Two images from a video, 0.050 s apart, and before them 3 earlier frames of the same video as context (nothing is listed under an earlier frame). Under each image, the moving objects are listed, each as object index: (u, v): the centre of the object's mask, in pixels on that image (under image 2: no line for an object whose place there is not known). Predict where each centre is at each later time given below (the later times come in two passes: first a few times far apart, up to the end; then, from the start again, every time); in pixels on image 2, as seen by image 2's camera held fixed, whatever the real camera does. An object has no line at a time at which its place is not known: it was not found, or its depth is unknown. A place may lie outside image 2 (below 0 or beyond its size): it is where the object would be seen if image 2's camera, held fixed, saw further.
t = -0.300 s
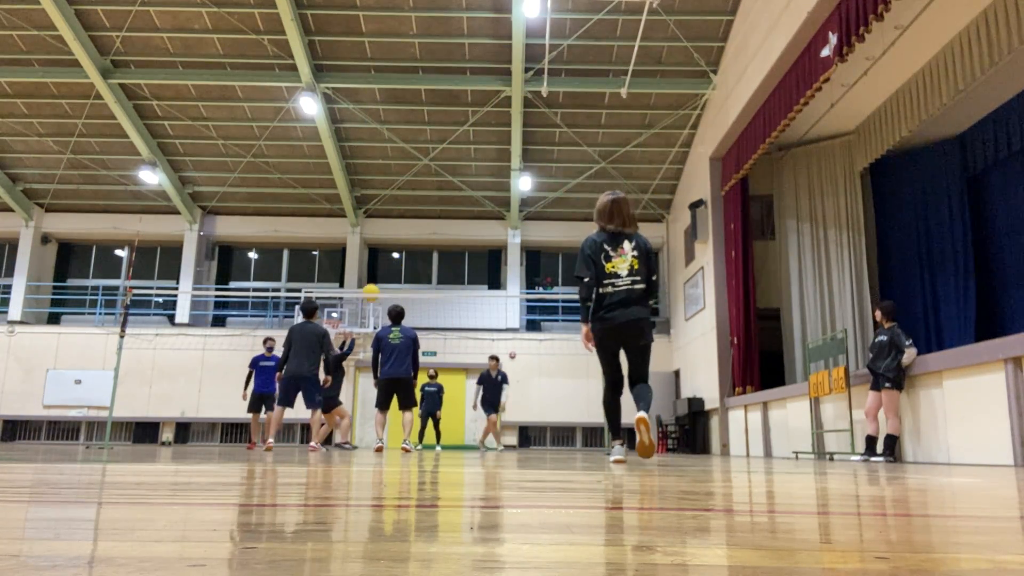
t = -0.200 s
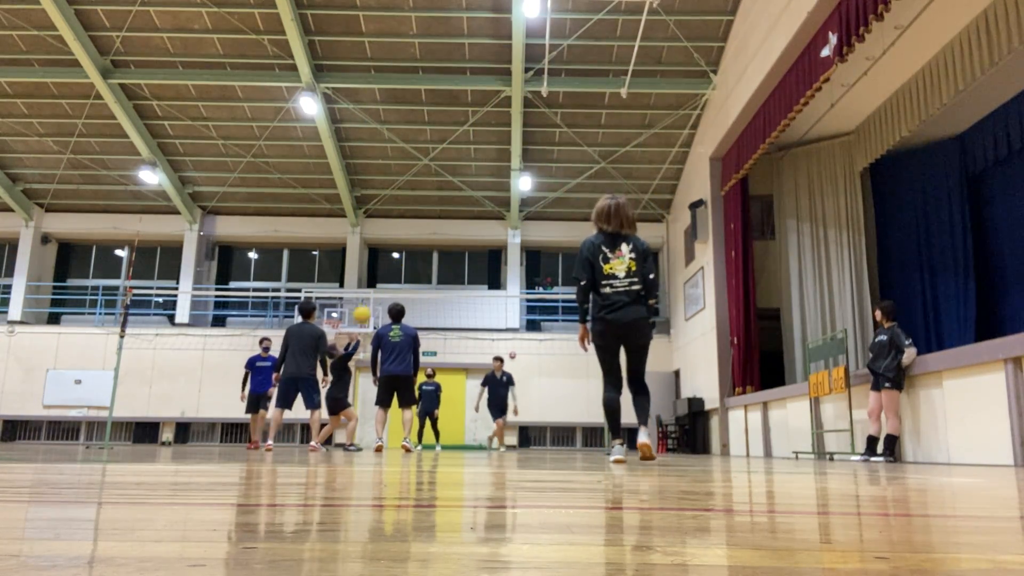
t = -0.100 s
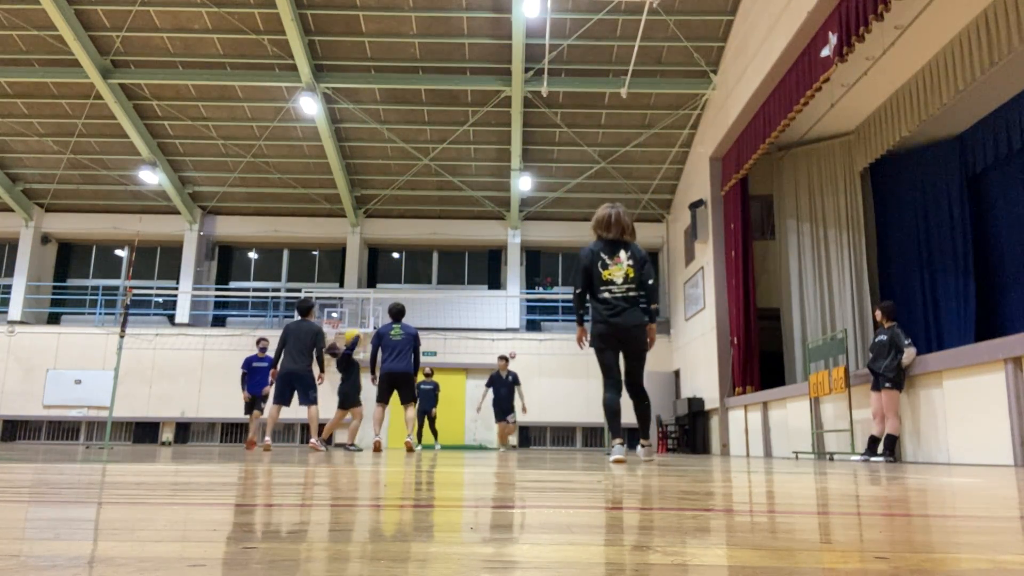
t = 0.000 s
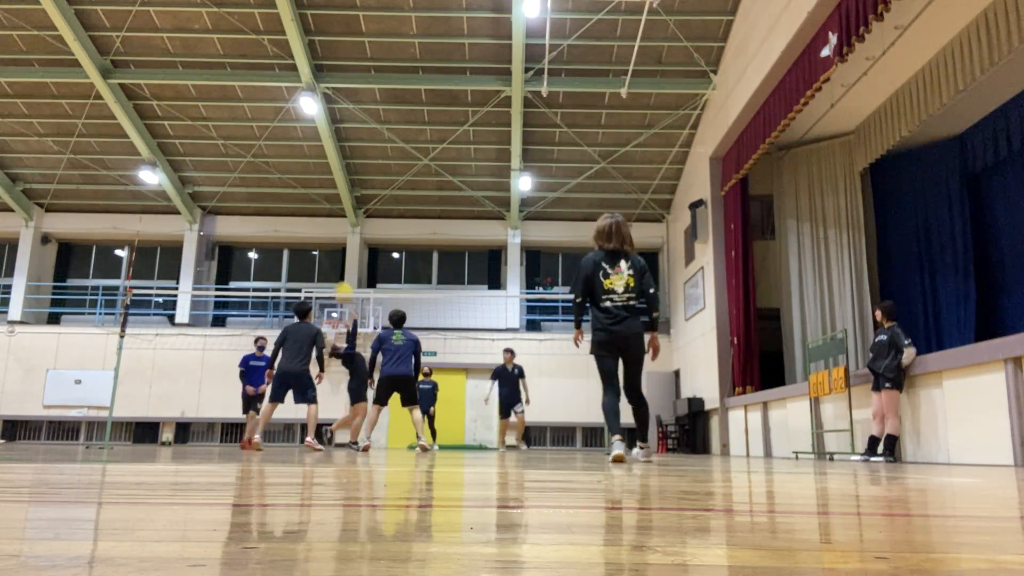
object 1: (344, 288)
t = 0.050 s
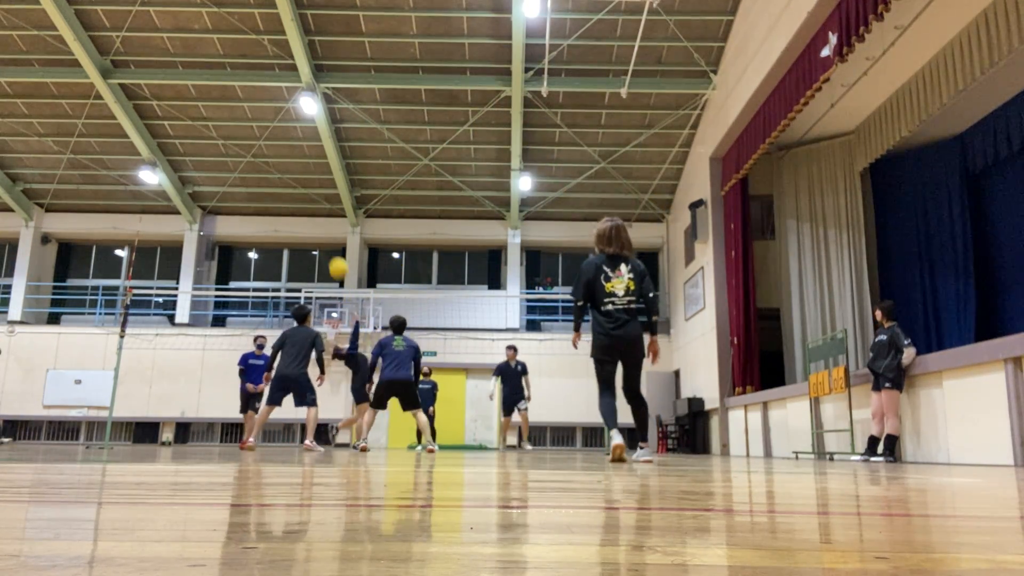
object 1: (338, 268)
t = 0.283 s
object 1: (316, 180)
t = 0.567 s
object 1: (297, 132)
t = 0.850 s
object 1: (276, 136)
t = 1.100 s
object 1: (253, 180)
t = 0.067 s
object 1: (336, 260)
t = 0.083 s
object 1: (335, 253)
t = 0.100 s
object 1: (333, 245)
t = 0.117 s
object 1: (332, 238)
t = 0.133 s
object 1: (330, 231)
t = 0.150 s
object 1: (328, 223)
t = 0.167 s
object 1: (326, 217)
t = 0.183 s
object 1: (325, 211)
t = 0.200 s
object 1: (323, 206)
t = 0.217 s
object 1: (322, 200)
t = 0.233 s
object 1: (320, 195)
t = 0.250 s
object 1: (319, 190)
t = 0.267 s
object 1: (317, 185)
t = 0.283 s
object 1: (316, 180)
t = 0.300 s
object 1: (315, 176)
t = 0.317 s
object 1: (314, 171)
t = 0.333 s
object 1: (312, 167)
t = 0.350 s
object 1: (311, 164)
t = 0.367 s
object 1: (310, 160)
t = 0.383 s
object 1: (309, 156)
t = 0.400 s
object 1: (308, 154)
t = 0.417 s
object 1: (307, 150)
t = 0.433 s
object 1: (306, 148)
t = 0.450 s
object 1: (304, 145)
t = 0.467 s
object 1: (303, 143)
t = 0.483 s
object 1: (302, 140)
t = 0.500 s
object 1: (301, 138)
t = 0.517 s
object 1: (300, 137)
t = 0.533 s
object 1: (299, 135)
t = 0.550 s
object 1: (298, 134)
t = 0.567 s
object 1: (297, 132)
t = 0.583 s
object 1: (296, 131)
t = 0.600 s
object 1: (295, 130)
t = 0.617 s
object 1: (294, 129)
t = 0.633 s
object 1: (292, 129)
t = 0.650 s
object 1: (291, 128)
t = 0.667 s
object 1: (290, 128)
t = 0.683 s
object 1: (289, 128)
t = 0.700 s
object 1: (288, 128)
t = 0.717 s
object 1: (286, 128)
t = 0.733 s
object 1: (285, 129)
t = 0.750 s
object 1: (284, 129)
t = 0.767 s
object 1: (282, 130)
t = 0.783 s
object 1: (281, 131)
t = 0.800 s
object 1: (280, 132)
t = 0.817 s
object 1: (278, 133)
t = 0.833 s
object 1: (277, 134)
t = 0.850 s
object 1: (276, 136)
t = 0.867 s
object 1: (274, 138)
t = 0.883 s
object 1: (273, 140)
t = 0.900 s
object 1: (271, 142)
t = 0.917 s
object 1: (270, 144)
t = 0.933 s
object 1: (268, 146)
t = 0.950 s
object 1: (267, 149)
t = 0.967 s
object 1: (265, 151)
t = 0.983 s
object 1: (264, 155)
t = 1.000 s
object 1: (262, 158)
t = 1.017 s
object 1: (261, 161)
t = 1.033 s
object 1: (259, 164)
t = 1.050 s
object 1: (257, 168)
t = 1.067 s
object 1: (256, 172)
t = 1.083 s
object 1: (254, 176)
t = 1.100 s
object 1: (253, 180)
